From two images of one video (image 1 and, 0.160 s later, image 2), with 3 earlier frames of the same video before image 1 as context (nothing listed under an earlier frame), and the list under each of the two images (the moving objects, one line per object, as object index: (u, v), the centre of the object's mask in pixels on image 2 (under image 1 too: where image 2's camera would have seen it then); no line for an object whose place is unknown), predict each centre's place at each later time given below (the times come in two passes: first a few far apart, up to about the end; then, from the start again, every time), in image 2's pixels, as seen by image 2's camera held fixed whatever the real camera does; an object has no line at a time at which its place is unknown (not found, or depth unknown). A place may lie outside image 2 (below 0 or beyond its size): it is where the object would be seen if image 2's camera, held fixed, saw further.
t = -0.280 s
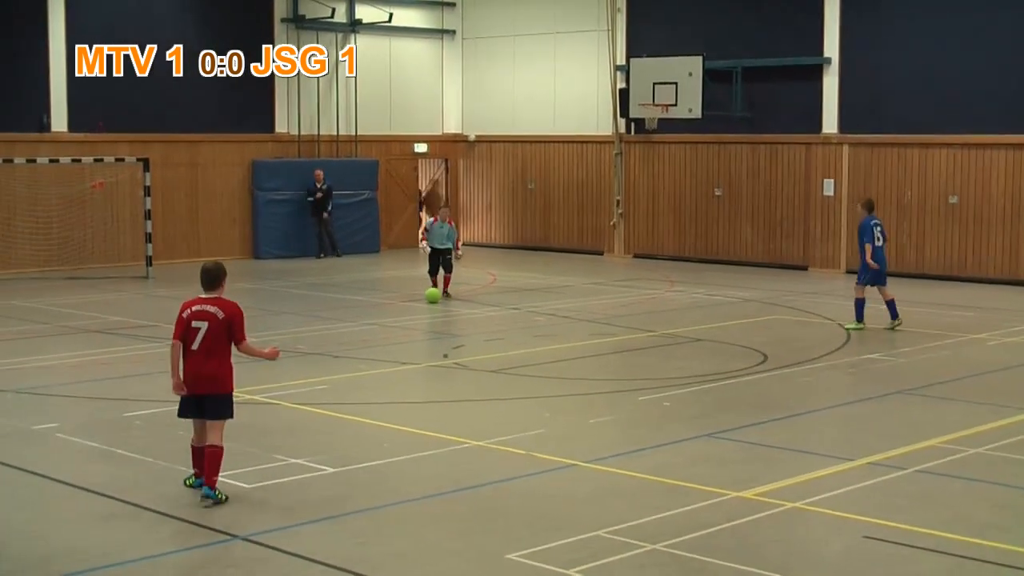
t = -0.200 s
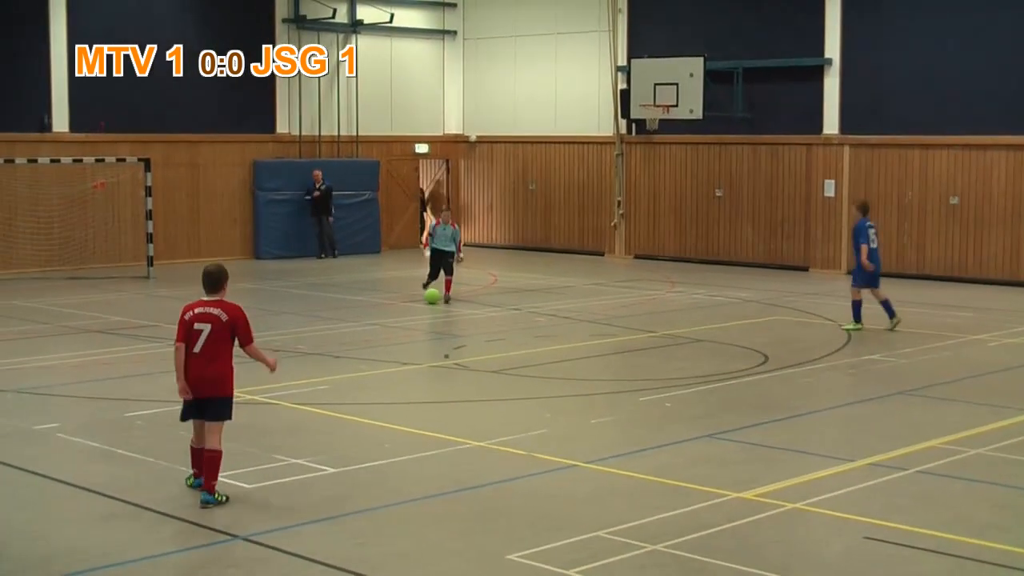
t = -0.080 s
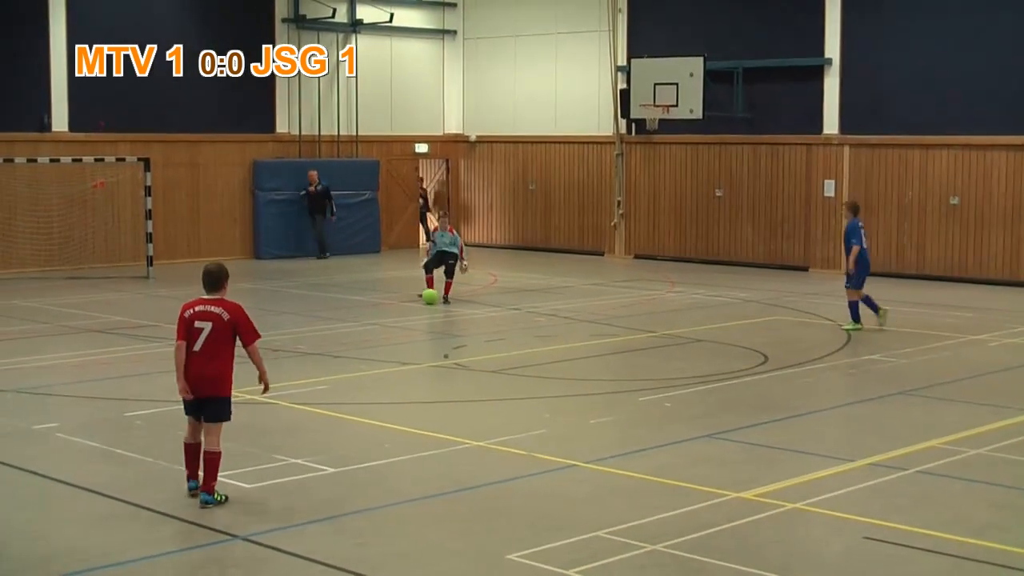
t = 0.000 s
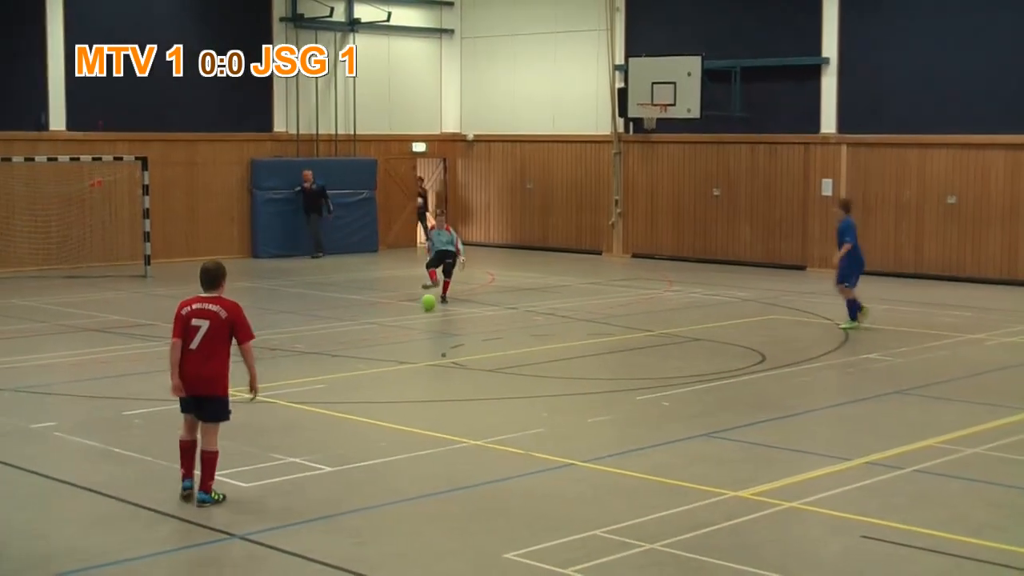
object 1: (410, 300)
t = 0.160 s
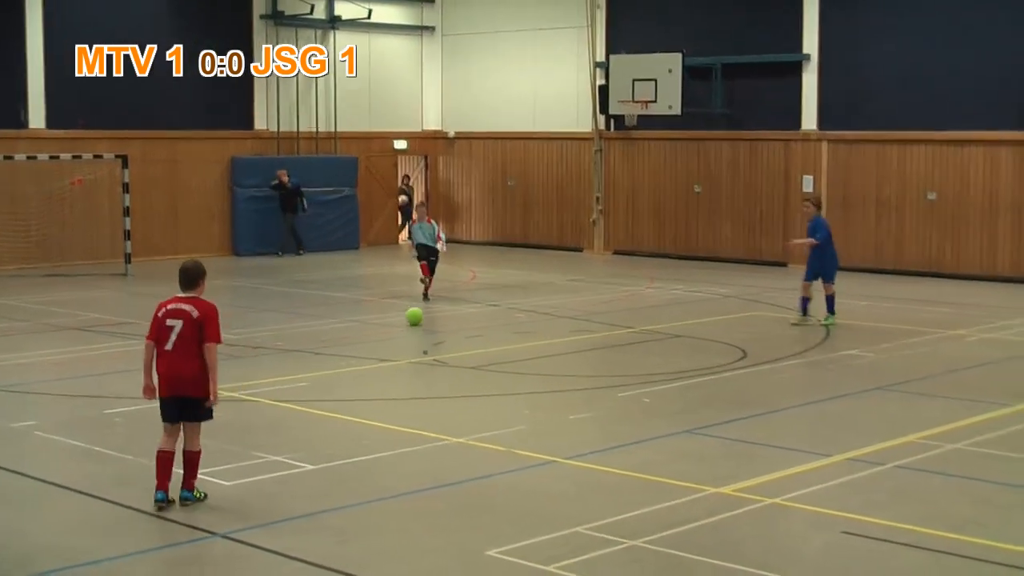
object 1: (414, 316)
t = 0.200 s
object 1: (415, 320)
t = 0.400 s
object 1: (418, 345)
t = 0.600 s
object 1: (420, 370)
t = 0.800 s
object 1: (422, 400)
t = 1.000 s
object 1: (423, 434)
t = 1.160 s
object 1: (423, 460)
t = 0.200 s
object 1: (415, 320)
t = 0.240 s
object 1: (415, 325)
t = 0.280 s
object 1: (416, 329)
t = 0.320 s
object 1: (417, 334)
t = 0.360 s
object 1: (417, 339)
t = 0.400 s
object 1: (418, 345)
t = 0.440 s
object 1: (418, 349)
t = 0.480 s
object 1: (419, 354)
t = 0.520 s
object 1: (419, 359)
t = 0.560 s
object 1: (420, 365)
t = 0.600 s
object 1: (420, 370)
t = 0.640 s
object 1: (421, 376)
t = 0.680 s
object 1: (421, 381)
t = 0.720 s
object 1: (421, 389)
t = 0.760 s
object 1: (422, 394)
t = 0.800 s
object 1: (422, 400)
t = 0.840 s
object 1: (422, 407)
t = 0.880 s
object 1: (423, 414)
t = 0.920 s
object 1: (423, 420)
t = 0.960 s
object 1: (422, 426)
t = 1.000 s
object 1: (423, 434)
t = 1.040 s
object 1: (423, 440)
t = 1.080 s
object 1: (423, 443)
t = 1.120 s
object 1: (423, 451)
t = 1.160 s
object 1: (423, 460)
